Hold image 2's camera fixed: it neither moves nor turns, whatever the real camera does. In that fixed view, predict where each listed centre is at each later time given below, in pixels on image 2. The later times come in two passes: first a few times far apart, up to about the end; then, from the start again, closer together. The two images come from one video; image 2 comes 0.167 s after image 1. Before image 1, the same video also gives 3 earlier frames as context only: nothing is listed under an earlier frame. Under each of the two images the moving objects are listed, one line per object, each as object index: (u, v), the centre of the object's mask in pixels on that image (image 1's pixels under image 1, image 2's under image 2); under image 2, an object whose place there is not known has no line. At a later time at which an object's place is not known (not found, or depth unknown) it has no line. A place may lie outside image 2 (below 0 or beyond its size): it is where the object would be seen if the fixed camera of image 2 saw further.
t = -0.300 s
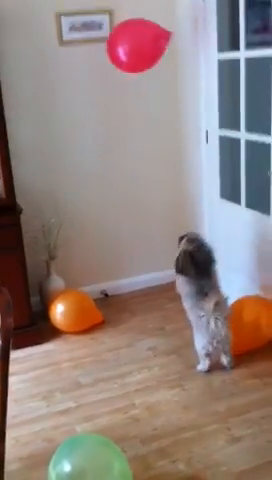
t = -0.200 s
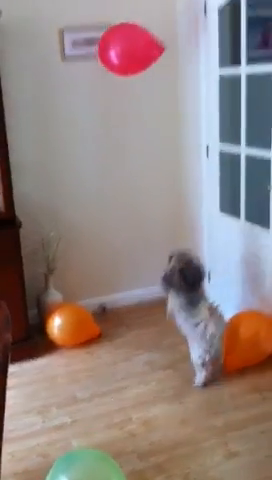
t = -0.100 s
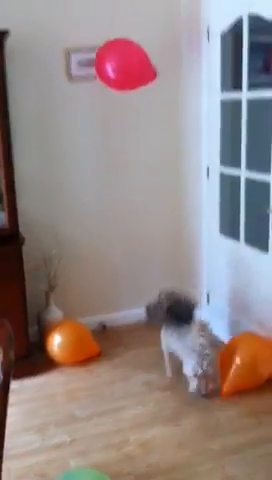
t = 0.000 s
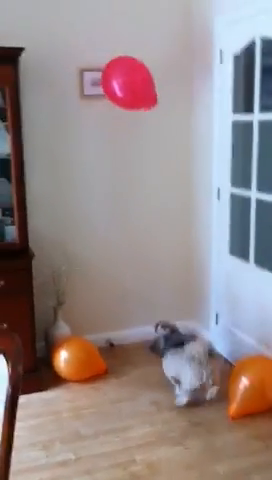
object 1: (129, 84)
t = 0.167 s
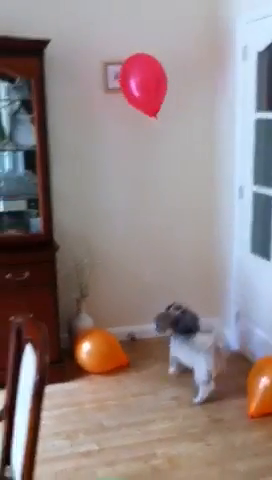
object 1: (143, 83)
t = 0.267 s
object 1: (142, 91)
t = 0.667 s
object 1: (144, 127)
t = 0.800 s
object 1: (146, 141)
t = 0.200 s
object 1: (143, 86)
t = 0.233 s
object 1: (142, 88)
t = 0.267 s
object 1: (142, 91)
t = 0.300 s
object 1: (141, 93)
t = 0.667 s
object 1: (144, 127)
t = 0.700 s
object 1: (145, 130)
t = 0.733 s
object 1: (146, 134)
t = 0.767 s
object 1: (146, 137)
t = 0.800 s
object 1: (146, 141)
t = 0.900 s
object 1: (147, 153)
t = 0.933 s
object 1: (148, 157)
